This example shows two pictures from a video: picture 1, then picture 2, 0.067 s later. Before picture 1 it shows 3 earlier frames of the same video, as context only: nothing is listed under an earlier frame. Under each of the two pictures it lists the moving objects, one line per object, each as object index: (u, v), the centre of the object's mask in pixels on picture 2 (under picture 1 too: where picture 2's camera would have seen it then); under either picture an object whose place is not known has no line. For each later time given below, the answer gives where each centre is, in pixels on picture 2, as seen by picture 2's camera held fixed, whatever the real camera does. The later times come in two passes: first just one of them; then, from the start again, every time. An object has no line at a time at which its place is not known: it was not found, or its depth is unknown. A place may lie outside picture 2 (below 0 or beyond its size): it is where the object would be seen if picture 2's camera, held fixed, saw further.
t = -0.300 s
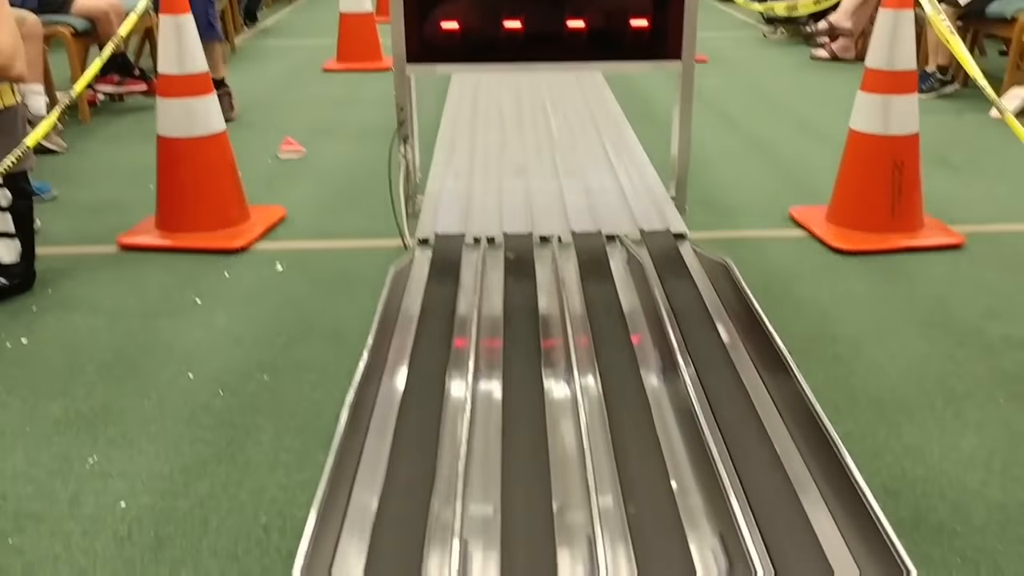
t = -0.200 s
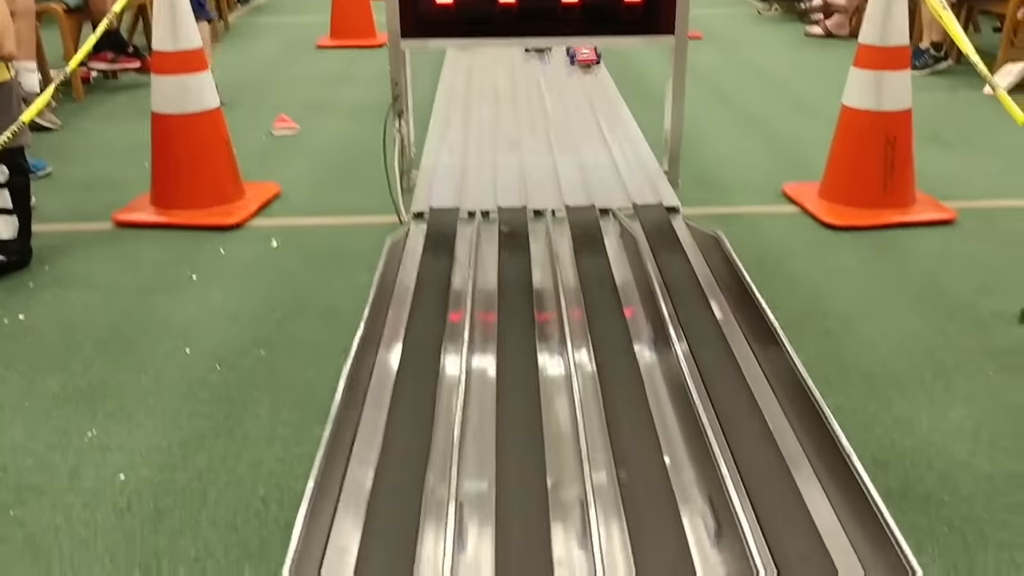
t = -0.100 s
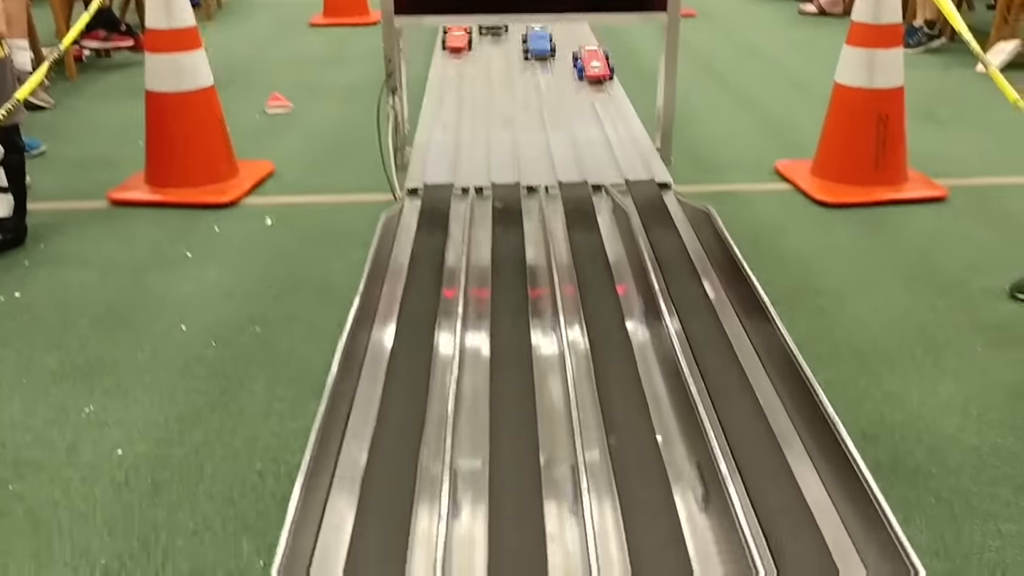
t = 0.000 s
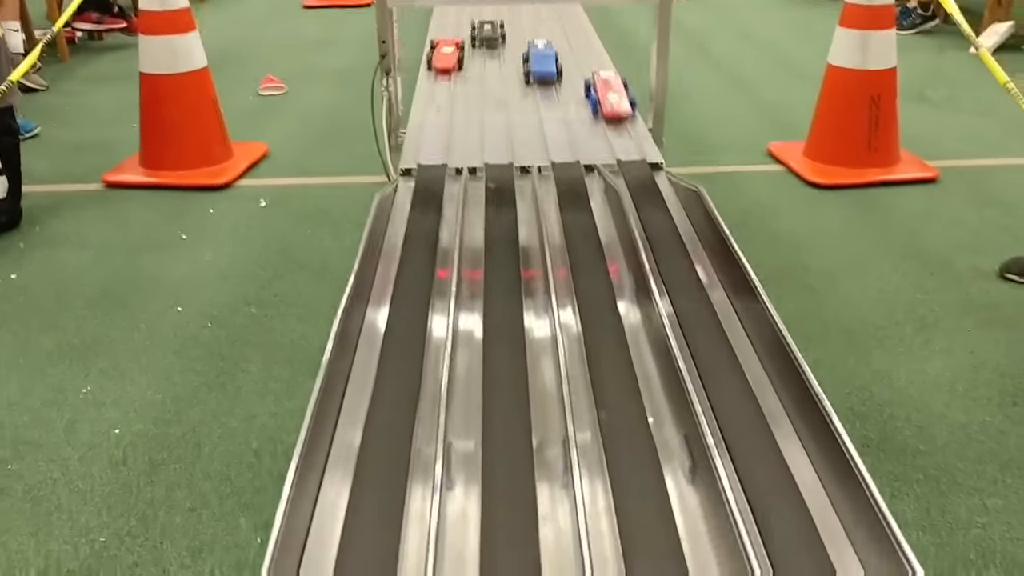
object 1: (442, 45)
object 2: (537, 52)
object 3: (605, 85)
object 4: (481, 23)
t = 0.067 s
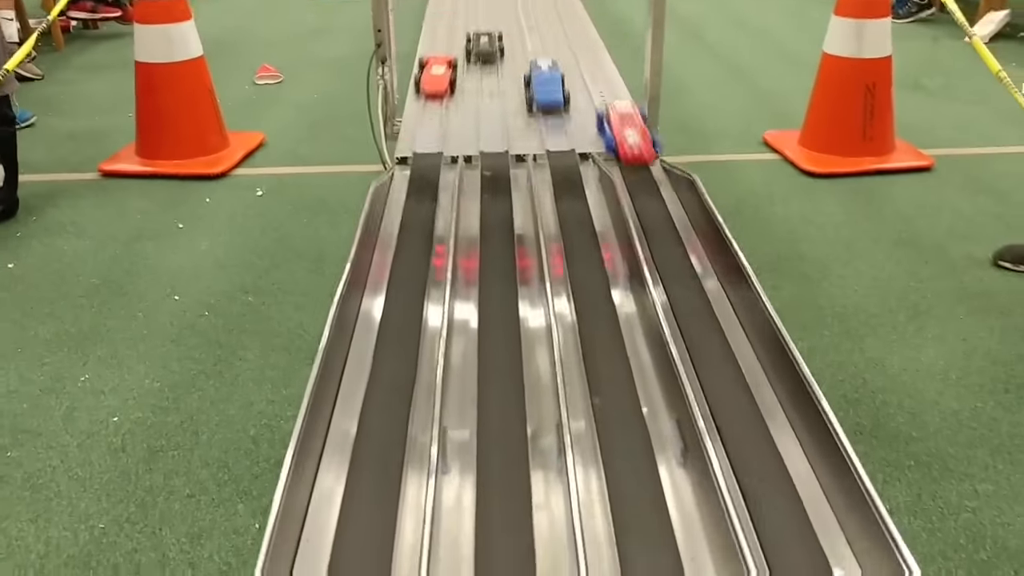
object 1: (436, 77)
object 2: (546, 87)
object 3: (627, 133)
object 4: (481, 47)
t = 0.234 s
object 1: (417, 209)
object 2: (579, 242)
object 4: (484, 140)
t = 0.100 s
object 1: (432, 97)
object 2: (551, 109)
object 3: (643, 166)
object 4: (481, 62)
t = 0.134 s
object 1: (429, 120)
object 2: (557, 133)
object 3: (661, 206)
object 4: (482, 79)
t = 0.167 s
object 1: (424, 144)
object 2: (562, 167)
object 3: (675, 246)
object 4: (482, 96)
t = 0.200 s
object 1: (420, 175)
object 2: (571, 202)
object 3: (694, 294)
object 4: (482, 117)
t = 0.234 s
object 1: (417, 209)
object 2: (579, 242)
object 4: (484, 140)
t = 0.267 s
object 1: (410, 245)
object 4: (486, 167)
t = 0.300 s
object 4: (487, 198)
